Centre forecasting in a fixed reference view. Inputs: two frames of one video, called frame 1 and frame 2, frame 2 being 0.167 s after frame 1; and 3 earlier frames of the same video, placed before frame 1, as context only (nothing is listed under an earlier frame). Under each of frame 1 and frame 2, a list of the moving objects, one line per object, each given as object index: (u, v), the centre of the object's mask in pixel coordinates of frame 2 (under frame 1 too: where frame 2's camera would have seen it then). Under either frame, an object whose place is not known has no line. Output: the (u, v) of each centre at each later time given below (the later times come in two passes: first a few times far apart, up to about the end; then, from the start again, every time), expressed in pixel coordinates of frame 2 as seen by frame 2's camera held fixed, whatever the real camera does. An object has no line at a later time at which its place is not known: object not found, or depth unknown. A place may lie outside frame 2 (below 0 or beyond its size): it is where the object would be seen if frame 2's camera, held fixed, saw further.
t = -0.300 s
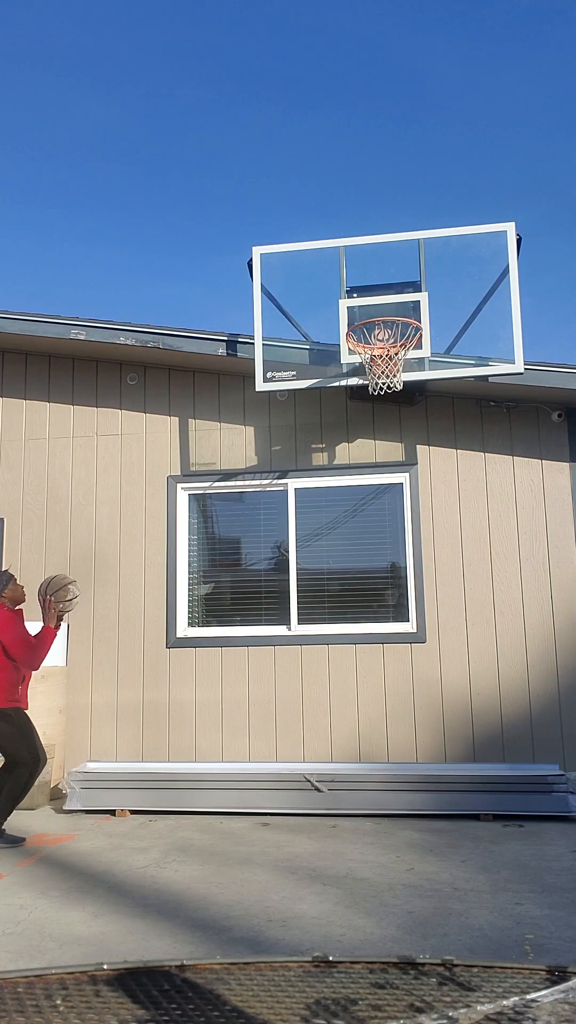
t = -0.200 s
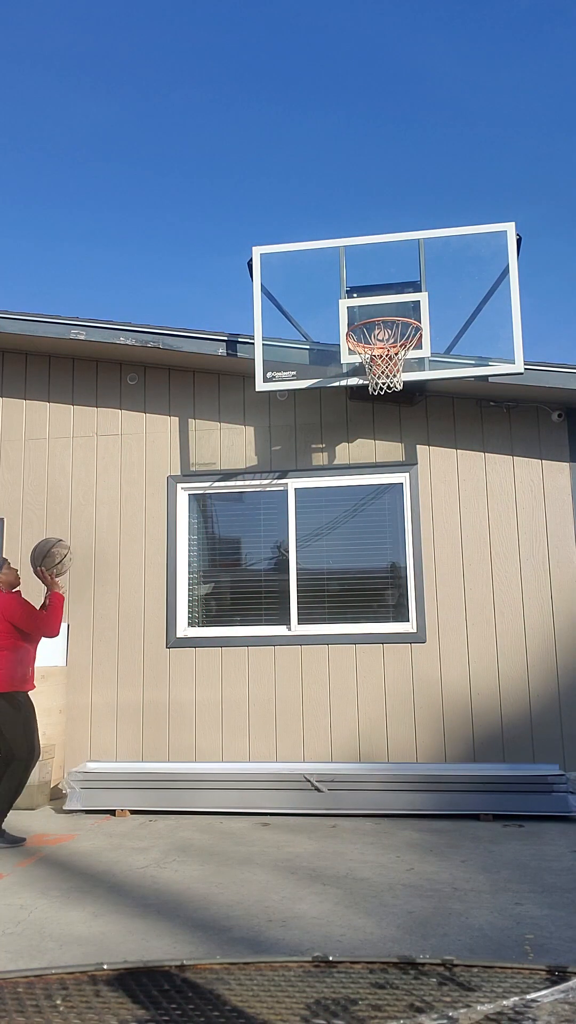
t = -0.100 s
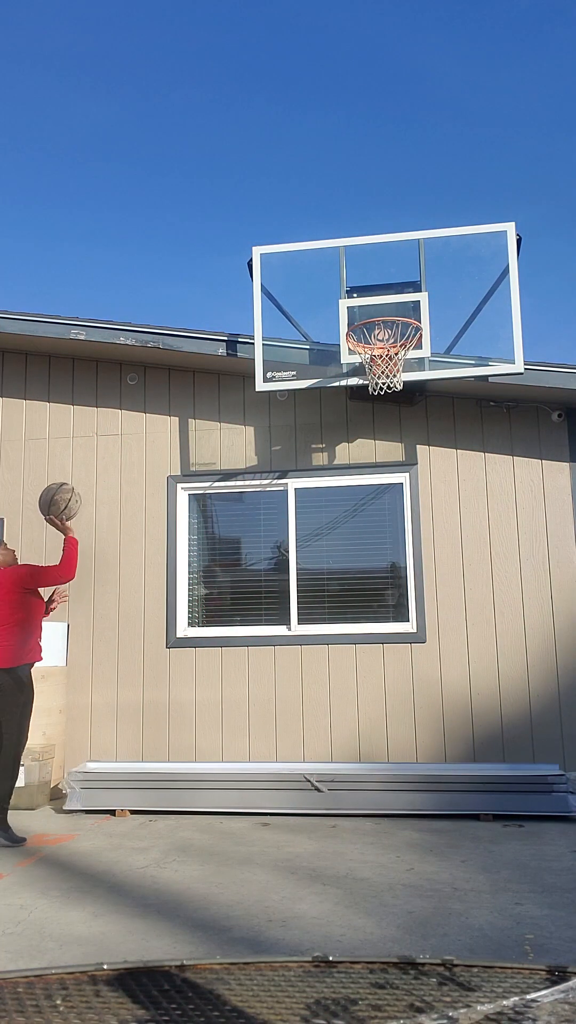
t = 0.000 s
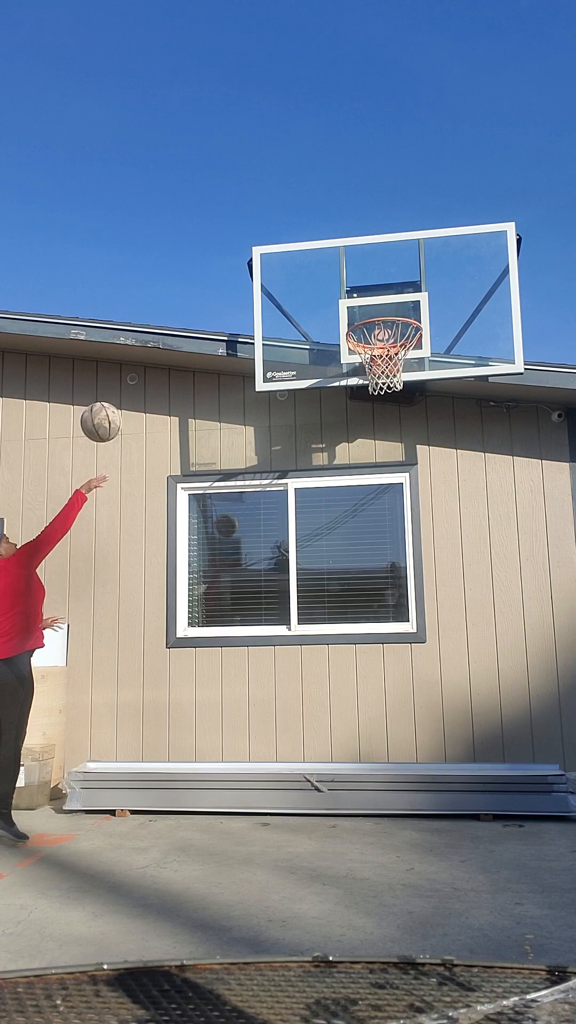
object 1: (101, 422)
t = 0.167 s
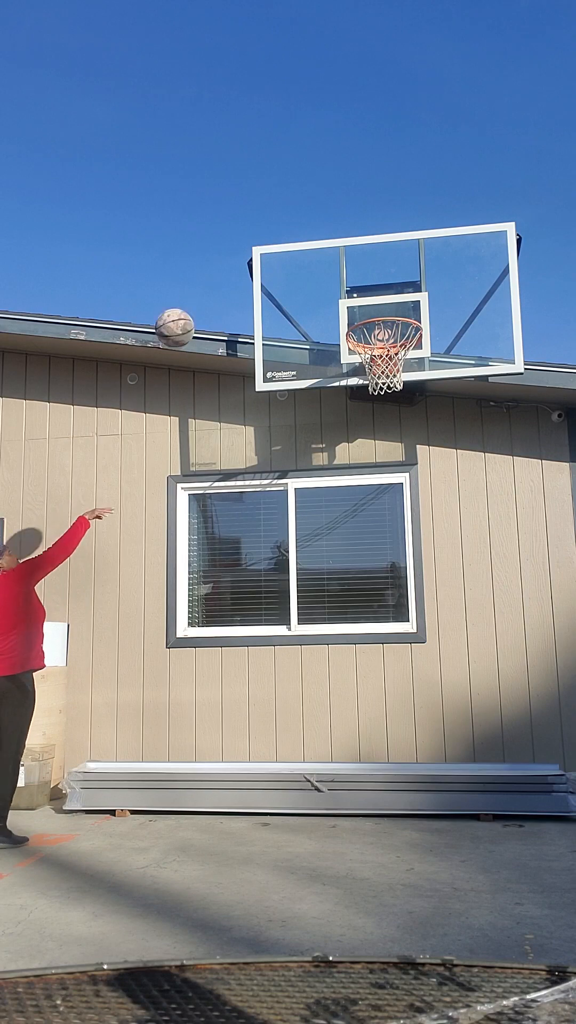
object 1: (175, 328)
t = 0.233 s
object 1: (202, 305)
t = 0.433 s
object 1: (279, 280)
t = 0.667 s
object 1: (362, 317)
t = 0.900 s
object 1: (407, 376)
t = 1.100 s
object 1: (417, 430)
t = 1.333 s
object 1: (434, 580)
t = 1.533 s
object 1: (456, 798)
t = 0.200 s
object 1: (188, 316)
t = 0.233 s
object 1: (202, 305)
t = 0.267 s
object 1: (215, 297)
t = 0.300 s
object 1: (228, 290)
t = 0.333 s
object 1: (240, 284)
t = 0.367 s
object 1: (254, 281)
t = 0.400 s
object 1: (266, 279)
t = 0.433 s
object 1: (279, 280)
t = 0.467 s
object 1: (291, 281)
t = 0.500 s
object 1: (304, 283)
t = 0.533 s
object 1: (316, 288)
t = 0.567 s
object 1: (328, 294)
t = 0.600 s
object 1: (340, 302)
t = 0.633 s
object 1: (351, 310)
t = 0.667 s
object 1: (362, 317)
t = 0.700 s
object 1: (375, 334)
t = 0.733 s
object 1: (386, 339)
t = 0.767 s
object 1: (394, 355)
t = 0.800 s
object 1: (399, 370)
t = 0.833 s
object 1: (404, 370)
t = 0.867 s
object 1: (405, 374)
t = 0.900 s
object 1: (407, 376)
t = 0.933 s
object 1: (409, 381)
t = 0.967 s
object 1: (410, 387)
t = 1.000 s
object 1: (412, 396)
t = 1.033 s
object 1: (413, 405)
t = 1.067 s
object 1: (415, 416)
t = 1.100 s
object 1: (417, 430)
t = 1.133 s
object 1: (419, 445)
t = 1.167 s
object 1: (421, 462)
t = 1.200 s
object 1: (423, 482)
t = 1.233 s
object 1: (425, 503)
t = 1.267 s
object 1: (427, 527)
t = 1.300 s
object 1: (430, 552)
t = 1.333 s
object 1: (434, 580)
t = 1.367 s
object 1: (437, 610)
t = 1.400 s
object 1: (439, 642)
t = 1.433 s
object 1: (443, 677)
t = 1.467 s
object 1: (447, 715)
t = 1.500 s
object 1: (452, 755)
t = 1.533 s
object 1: (456, 798)
